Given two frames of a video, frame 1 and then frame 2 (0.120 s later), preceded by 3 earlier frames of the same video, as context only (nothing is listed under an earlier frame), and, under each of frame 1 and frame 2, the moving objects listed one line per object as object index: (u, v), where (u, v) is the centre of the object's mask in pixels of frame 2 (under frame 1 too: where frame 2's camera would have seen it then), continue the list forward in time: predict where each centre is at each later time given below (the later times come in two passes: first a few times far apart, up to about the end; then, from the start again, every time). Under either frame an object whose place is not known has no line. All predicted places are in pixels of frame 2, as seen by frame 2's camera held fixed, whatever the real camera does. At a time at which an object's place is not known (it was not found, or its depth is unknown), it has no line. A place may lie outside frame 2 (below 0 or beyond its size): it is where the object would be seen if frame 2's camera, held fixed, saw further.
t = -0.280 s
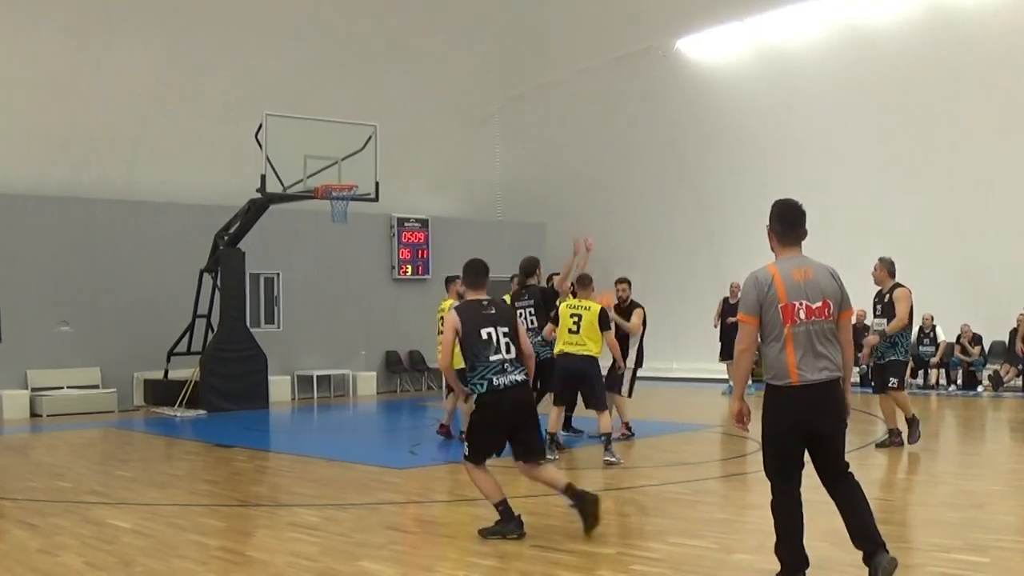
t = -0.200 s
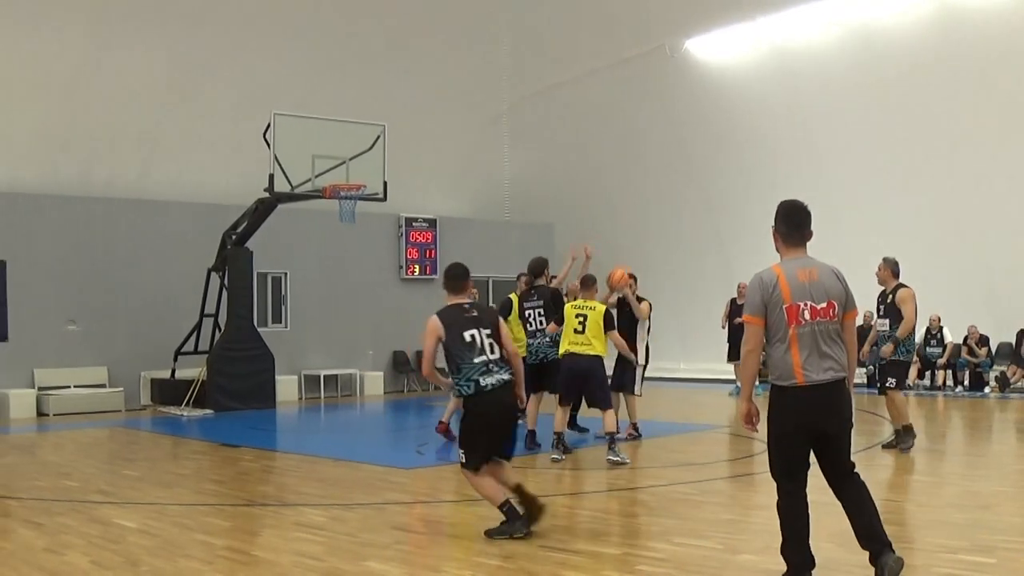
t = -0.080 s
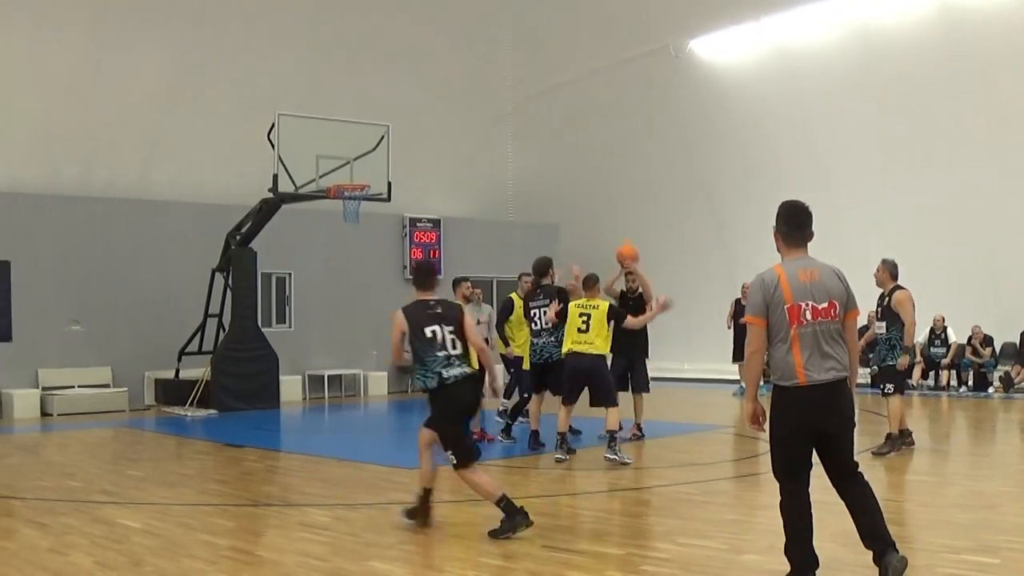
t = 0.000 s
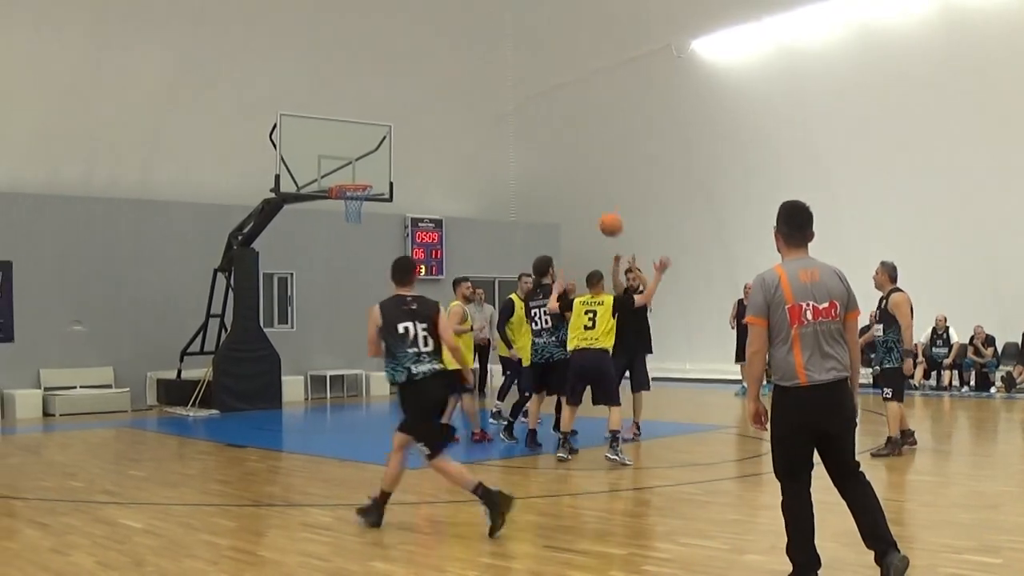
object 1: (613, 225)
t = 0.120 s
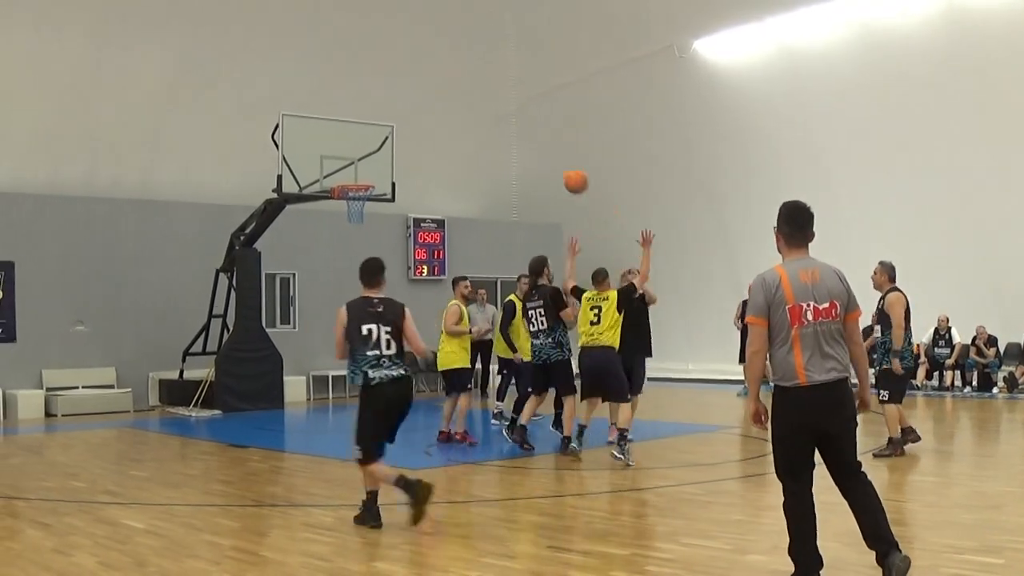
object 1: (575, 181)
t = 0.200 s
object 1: (549, 157)
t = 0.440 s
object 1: (458, 119)
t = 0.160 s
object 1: (562, 169)
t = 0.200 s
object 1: (549, 157)
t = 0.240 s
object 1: (534, 148)
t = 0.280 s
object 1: (520, 138)
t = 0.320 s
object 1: (505, 131)
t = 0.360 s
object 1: (490, 125)
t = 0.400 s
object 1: (474, 121)
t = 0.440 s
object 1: (458, 119)
